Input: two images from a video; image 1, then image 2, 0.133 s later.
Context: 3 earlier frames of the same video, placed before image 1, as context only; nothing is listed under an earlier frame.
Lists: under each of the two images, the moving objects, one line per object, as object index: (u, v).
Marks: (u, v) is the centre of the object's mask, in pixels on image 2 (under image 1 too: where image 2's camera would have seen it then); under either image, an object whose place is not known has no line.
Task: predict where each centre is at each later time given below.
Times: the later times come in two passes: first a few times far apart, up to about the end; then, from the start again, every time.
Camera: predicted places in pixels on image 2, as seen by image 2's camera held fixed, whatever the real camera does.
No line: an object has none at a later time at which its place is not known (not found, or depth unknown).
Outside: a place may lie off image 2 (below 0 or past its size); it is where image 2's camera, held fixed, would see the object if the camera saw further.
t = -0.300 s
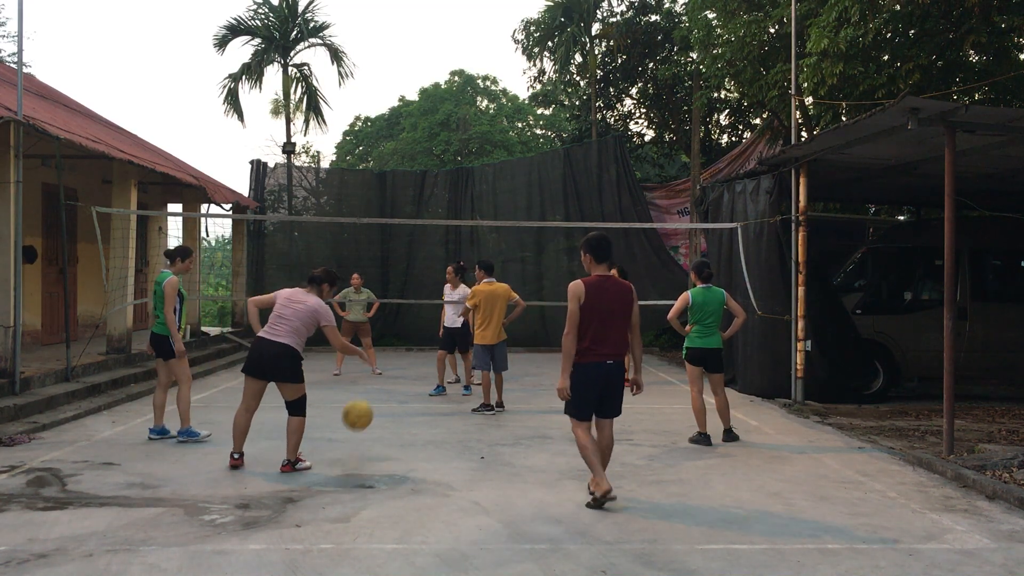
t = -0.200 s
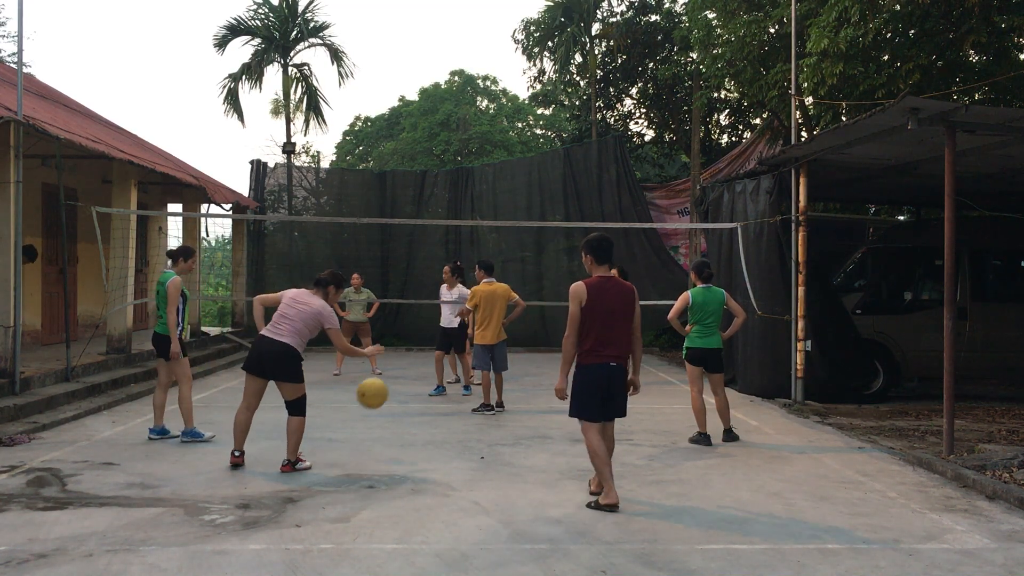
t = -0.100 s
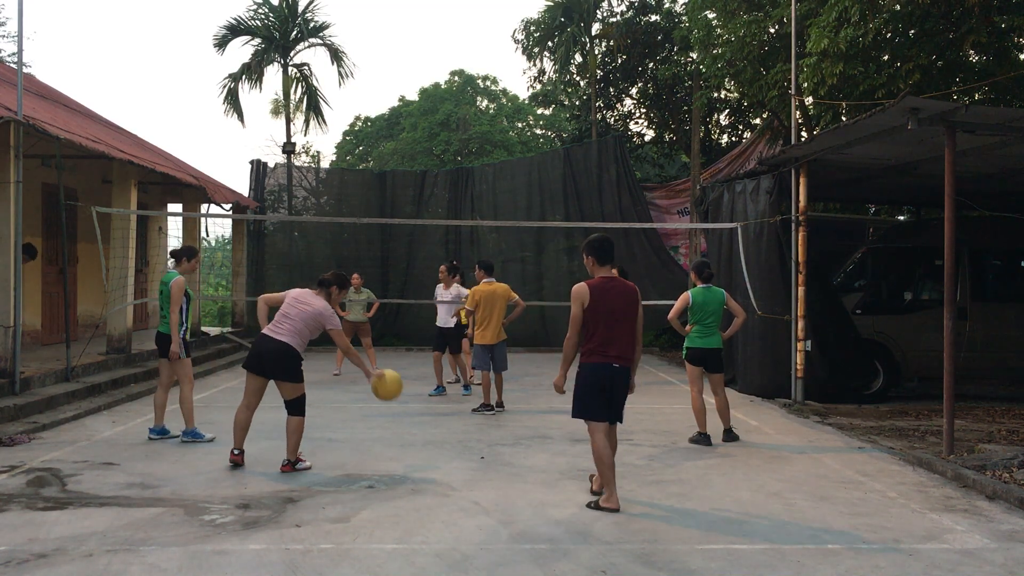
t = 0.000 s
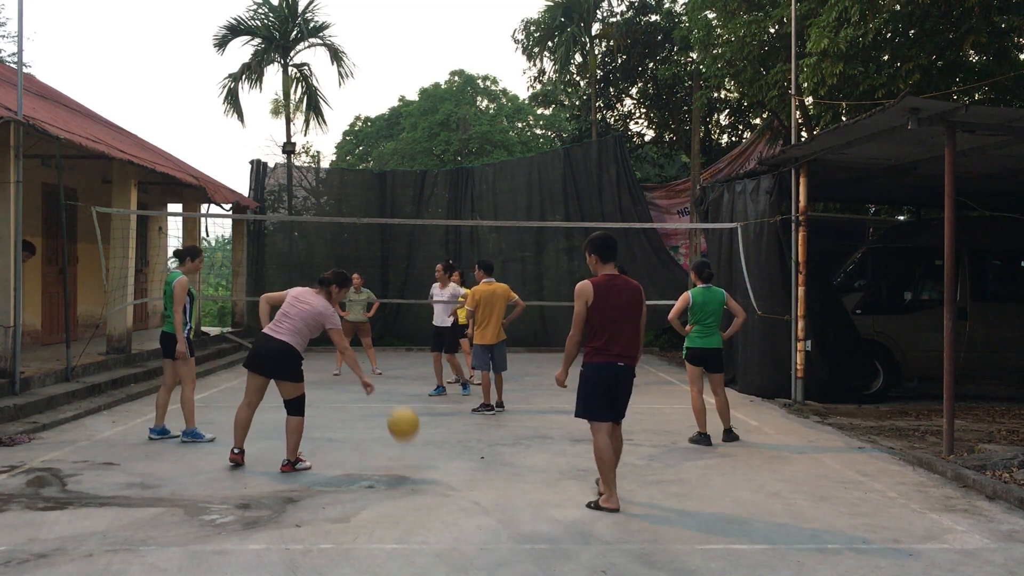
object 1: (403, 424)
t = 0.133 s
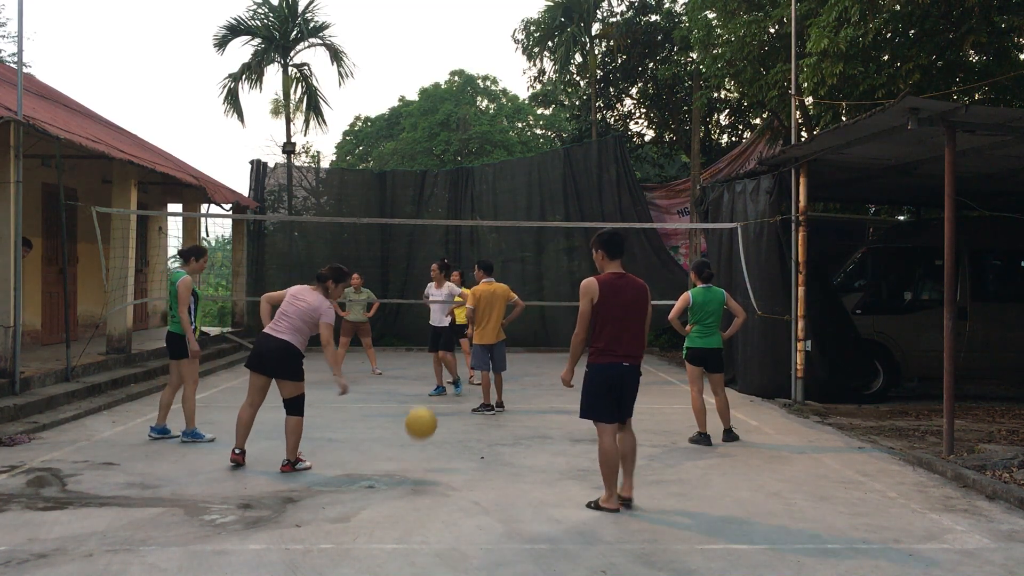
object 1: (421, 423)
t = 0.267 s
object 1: (437, 384)
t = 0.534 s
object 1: (469, 374)
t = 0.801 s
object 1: (502, 462)
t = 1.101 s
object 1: (540, 402)
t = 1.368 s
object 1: (575, 437)
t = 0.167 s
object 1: (425, 411)
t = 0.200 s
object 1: (429, 401)
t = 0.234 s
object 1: (433, 392)
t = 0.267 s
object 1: (437, 384)
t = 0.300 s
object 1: (441, 378)
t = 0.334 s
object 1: (445, 373)
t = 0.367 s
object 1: (449, 369)
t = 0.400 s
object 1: (453, 368)
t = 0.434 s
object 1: (457, 367)
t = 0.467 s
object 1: (461, 368)
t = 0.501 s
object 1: (465, 370)
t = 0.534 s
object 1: (469, 374)
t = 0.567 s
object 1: (473, 380)
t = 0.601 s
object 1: (477, 387)
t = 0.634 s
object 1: (481, 395)
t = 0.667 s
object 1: (485, 406)
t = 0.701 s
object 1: (489, 417)
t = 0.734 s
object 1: (494, 430)
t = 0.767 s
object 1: (498, 445)
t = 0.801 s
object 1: (502, 462)
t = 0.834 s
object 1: (506, 467)
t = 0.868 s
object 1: (510, 454)
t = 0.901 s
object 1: (515, 442)
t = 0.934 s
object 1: (519, 432)
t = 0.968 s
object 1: (524, 423)
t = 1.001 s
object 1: (528, 415)
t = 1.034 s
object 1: (532, 410)
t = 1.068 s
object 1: (536, 405)
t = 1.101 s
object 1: (540, 402)
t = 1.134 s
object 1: (545, 401)
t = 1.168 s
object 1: (549, 401)
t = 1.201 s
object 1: (553, 403)
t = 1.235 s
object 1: (558, 406)
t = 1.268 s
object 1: (562, 412)
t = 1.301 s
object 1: (567, 418)
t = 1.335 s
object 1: (571, 427)
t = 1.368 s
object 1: (575, 437)
